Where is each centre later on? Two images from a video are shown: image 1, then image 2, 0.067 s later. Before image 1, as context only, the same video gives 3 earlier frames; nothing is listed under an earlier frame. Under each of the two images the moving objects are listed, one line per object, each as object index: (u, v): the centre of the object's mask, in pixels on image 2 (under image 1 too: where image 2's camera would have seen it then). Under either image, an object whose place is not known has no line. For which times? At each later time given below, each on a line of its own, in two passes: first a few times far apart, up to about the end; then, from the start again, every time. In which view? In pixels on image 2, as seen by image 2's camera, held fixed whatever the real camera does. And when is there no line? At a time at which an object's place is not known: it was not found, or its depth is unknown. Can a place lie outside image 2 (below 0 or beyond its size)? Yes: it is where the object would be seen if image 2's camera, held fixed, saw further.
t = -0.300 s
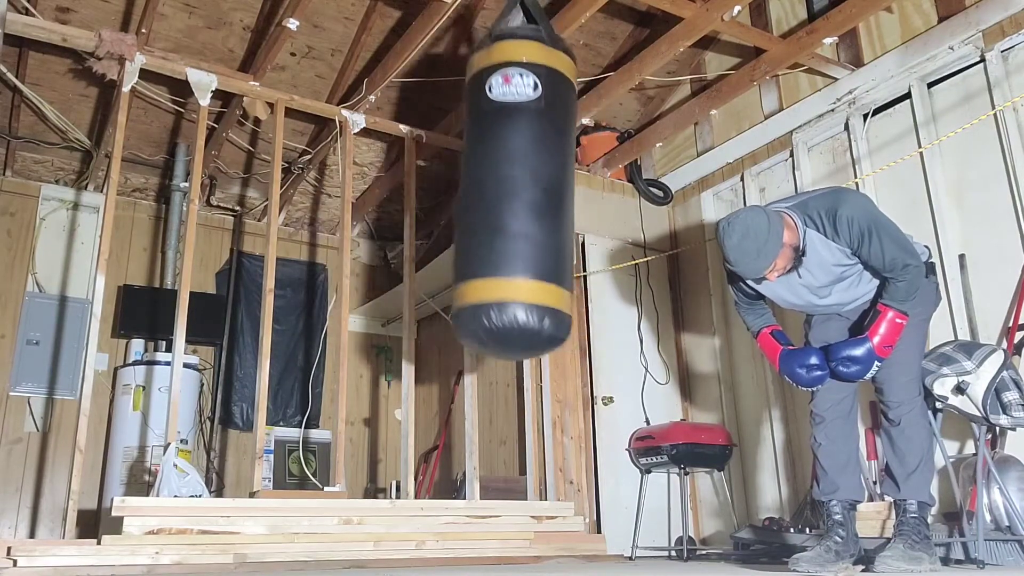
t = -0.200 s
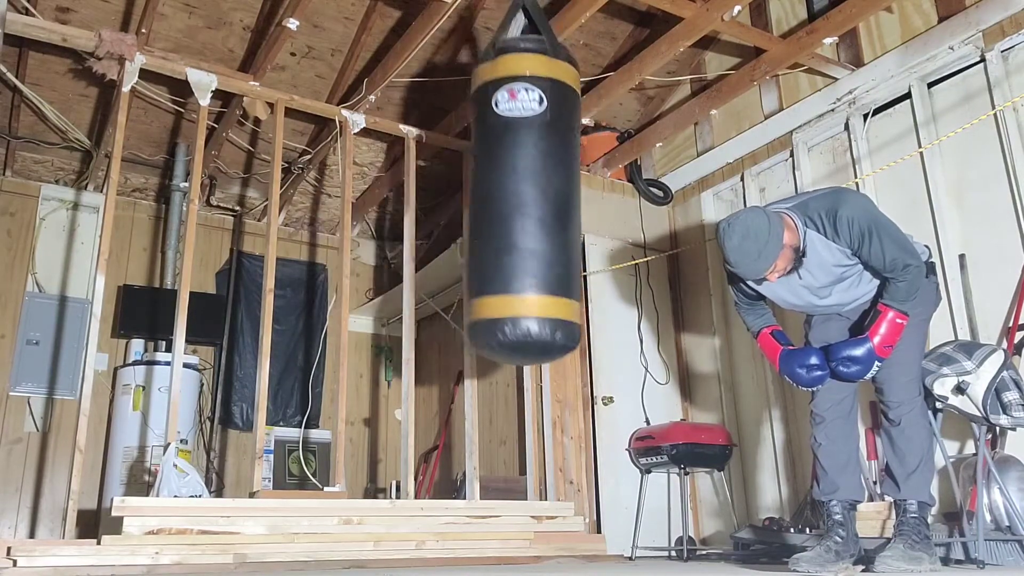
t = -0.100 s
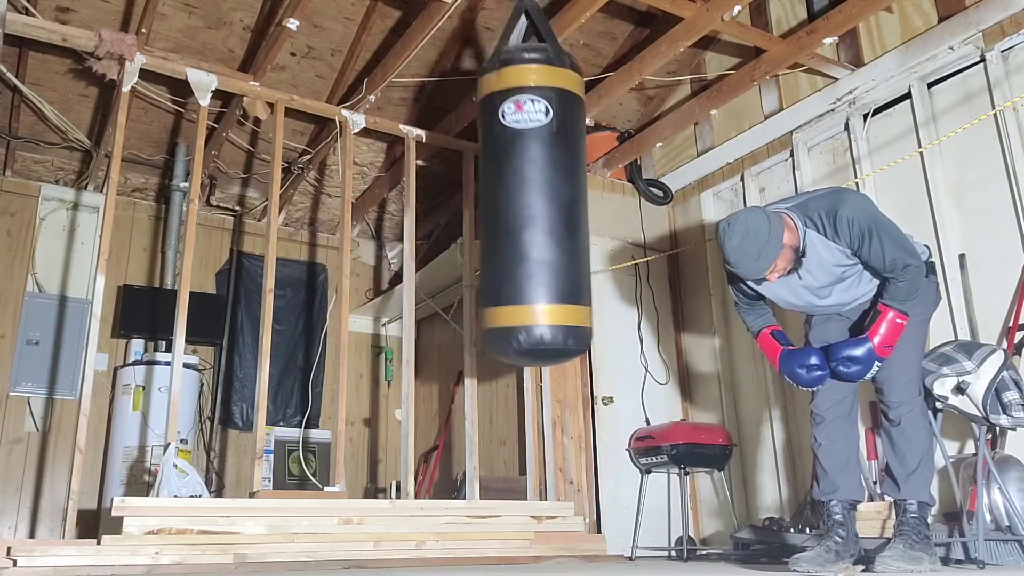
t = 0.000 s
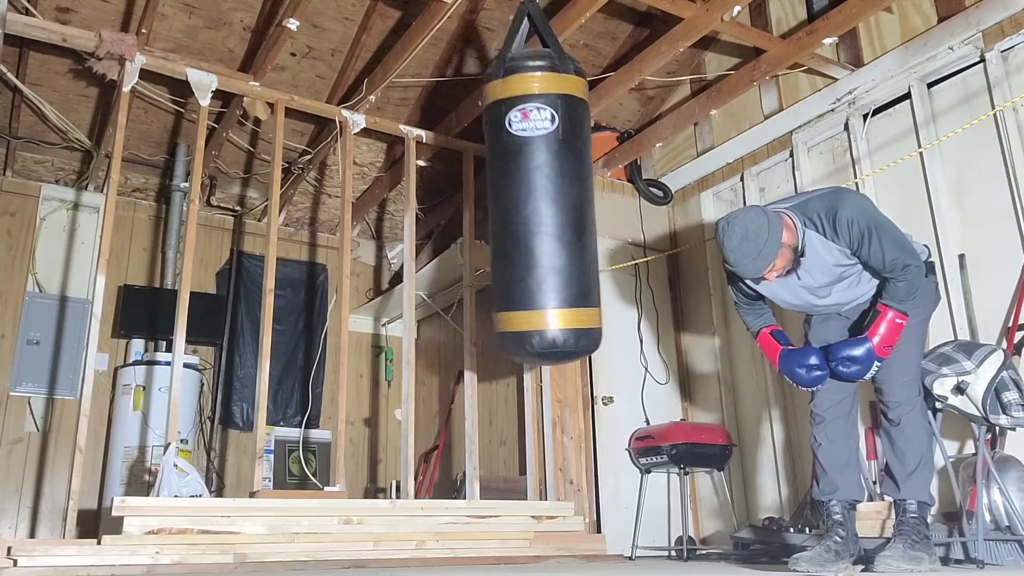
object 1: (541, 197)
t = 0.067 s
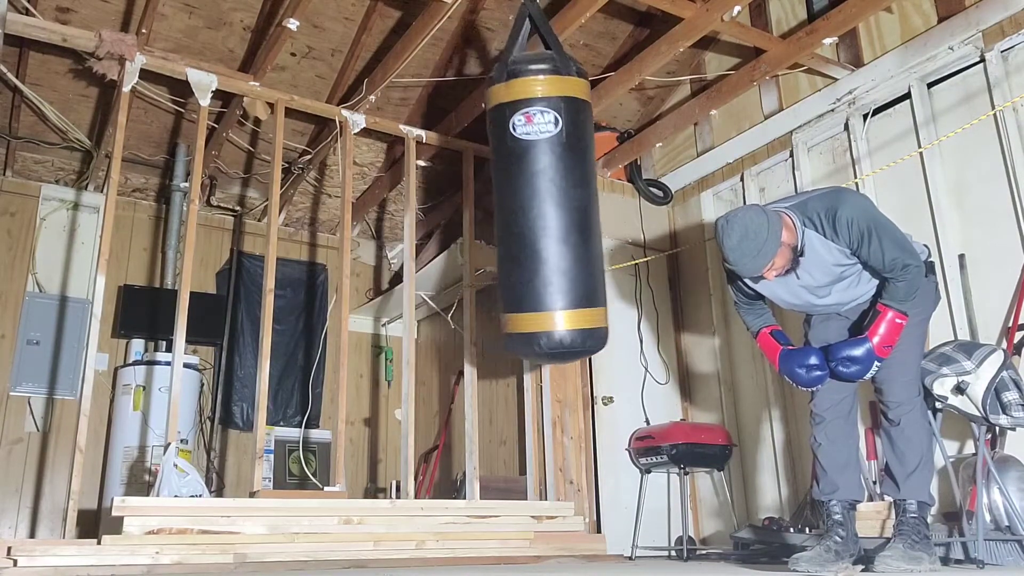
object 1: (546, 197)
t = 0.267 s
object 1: (557, 196)
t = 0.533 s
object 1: (563, 196)
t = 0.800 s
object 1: (556, 188)
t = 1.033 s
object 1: (536, 170)
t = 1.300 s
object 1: (505, 150)
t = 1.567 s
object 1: (493, 155)
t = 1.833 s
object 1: (504, 181)
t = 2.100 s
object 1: (529, 196)
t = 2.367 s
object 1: (552, 197)
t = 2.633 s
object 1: (565, 196)
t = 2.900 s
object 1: (566, 194)
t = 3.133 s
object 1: (551, 185)
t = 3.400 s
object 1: (519, 161)
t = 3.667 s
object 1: (491, 150)
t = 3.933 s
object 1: (489, 165)
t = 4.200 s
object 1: (513, 189)
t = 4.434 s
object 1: (538, 197)
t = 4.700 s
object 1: (561, 195)
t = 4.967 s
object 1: (571, 195)
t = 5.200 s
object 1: (567, 193)
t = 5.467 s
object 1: (542, 179)
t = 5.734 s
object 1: (504, 157)
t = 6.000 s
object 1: (482, 153)
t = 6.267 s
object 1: (491, 173)
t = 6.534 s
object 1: (521, 194)
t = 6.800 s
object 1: (552, 196)
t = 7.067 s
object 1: (571, 194)
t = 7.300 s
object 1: (575, 194)
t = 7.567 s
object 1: (560, 189)
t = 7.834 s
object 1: (525, 170)
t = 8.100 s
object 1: (486, 154)
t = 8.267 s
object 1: (476, 155)
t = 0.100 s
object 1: (548, 197)
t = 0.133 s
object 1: (550, 197)
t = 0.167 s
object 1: (552, 197)
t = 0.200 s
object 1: (554, 196)
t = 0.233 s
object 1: (555, 196)
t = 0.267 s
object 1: (557, 196)
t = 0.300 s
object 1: (558, 196)
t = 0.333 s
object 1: (559, 196)
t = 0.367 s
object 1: (560, 196)
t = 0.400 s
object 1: (561, 196)
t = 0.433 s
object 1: (562, 196)
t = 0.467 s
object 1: (562, 196)
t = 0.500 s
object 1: (563, 196)
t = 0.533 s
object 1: (563, 196)
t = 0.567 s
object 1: (563, 196)
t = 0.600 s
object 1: (563, 195)
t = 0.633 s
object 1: (563, 195)
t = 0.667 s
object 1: (562, 194)
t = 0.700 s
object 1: (561, 193)
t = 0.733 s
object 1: (560, 192)
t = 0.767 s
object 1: (558, 190)
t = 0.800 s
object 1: (556, 188)
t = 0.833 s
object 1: (554, 186)
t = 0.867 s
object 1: (551, 184)
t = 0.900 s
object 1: (549, 182)
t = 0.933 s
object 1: (546, 179)
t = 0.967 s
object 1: (543, 176)
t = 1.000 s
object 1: (539, 173)
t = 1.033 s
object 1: (536, 170)
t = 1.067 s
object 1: (532, 167)
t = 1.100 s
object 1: (528, 163)
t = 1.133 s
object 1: (524, 161)
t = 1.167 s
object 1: (520, 158)
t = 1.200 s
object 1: (516, 156)
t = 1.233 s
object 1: (512, 153)
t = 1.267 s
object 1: (509, 152)
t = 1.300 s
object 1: (505, 150)
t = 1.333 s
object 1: (502, 149)
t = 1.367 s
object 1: (500, 149)
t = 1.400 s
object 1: (498, 149)
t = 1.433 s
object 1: (496, 149)
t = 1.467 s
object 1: (494, 150)
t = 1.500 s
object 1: (493, 152)
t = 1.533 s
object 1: (493, 153)
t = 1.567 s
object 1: (493, 155)
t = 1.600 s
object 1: (492, 158)
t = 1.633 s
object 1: (493, 160)
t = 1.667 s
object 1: (494, 164)
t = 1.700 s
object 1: (495, 167)
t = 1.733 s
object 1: (497, 171)
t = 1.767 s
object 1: (500, 174)
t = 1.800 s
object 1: (502, 178)
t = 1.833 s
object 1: (504, 181)
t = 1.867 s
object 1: (507, 184)
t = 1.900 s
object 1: (511, 186)
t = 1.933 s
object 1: (514, 188)
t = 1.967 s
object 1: (516, 191)
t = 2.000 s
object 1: (520, 192)
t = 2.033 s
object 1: (523, 194)
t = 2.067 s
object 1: (526, 196)
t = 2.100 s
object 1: (529, 196)
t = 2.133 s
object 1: (532, 197)
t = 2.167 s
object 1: (536, 198)
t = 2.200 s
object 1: (539, 198)
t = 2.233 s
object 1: (542, 198)
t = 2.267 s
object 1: (544, 198)
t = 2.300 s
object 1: (547, 197)
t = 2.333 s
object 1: (550, 197)
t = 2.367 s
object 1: (552, 197)
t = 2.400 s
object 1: (554, 197)
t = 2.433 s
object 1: (556, 197)
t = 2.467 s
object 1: (558, 196)
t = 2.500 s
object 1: (560, 196)
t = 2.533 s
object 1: (562, 196)
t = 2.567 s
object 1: (563, 195)
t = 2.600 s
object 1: (564, 195)
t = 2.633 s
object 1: (565, 196)
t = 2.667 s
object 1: (566, 196)
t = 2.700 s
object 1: (566, 196)
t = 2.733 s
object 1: (567, 196)
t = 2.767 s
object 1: (567, 196)
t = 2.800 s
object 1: (567, 196)
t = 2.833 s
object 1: (567, 196)
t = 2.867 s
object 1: (567, 195)
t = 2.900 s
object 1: (566, 194)
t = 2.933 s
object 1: (565, 193)
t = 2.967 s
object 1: (563, 193)
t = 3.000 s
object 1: (561, 192)
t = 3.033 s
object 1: (559, 190)
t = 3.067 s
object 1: (557, 188)
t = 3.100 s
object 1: (554, 186)
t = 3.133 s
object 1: (551, 185)
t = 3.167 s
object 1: (548, 182)
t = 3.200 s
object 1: (544, 179)
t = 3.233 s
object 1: (540, 177)
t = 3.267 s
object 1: (537, 173)
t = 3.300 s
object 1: (533, 170)
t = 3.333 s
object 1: (528, 167)
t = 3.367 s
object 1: (523, 164)
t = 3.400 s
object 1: (519, 161)
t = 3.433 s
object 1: (514, 159)
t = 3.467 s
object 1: (510, 157)
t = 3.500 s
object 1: (506, 154)
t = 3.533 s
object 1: (502, 153)
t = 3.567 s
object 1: (499, 151)
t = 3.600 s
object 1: (495, 151)
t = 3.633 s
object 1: (493, 150)
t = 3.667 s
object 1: (491, 150)
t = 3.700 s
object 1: (489, 151)
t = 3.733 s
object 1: (488, 151)
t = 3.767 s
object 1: (487, 153)
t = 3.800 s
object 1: (487, 155)
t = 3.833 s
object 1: (487, 156)
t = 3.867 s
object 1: (488, 159)
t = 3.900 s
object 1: (488, 162)
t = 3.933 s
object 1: (489, 165)
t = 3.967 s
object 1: (492, 168)
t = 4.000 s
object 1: (494, 171)
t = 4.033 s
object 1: (496, 175)
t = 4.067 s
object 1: (499, 179)
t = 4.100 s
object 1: (502, 182)
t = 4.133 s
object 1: (506, 185)
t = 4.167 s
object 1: (510, 187)
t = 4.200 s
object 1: (513, 189)
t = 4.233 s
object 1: (517, 191)
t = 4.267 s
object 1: (520, 193)
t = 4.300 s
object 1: (524, 195)
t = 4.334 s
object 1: (528, 197)
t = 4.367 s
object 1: (531, 196)
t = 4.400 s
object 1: (535, 198)
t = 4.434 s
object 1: (538, 197)
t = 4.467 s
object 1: (542, 197)
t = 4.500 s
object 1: (545, 197)
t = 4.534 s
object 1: (548, 197)
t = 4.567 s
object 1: (551, 196)
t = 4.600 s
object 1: (554, 196)
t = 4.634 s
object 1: (556, 196)
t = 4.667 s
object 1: (559, 196)
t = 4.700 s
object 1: (561, 195)
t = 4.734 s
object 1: (563, 195)
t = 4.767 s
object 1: (565, 196)
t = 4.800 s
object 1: (566, 195)
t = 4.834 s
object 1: (567, 194)
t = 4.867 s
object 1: (569, 195)
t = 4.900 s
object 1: (570, 195)
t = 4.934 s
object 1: (570, 195)
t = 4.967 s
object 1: (571, 195)
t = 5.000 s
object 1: (571, 195)
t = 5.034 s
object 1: (571, 195)
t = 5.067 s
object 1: (571, 195)
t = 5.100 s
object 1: (571, 195)
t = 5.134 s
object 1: (570, 194)
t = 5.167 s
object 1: (568, 194)
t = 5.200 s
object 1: (567, 193)
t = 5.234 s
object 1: (565, 192)
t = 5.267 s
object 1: (562, 191)
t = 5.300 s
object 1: (559, 190)
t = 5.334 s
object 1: (557, 188)
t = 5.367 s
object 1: (553, 186)
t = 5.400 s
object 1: (550, 184)
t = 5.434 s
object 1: (546, 182)
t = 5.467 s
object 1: (542, 179)
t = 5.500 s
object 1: (537, 177)
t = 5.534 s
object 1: (533, 174)
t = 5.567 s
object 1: (528, 170)
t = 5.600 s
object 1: (523, 167)
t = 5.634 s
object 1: (518, 164)
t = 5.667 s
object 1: (514, 162)
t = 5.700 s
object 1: (509, 159)
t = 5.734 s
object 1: (504, 157)
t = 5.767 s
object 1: (500, 155)
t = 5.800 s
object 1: (496, 154)
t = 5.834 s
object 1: (492, 152)
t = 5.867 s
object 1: (490, 151)
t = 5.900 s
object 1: (487, 151)
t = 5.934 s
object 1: (484, 152)
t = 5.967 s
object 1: (483, 152)
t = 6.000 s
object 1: (482, 153)
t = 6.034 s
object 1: (481, 154)
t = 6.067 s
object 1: (481, 156)
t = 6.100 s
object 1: (481, 158)
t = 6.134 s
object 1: (482, 161)
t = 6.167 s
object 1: (484, 163)
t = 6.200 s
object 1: (486, 166)
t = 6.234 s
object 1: (488, 169)
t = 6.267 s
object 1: (491, 173)
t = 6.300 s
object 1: (494, 177)
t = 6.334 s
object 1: (497, 180)
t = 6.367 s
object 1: (501, 183)
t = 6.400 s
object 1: (505, 186)
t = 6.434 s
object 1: (509, 188)
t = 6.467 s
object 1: (514, 190)
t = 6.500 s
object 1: (517, 192)
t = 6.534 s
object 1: (521, 194)
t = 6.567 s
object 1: (526, 195)
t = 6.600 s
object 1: (530, 197)
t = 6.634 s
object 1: (533, 196)
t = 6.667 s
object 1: (538, 197)
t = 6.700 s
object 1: (541, 197)
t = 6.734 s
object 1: (545, 197)
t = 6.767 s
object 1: (549, 196)
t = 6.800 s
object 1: (552, 196)
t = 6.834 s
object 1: (555, 196)
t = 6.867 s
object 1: (558, 196)
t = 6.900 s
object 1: (561, 195)
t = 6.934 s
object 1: (563, 195)
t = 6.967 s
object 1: (566, 195)
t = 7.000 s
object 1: (567, 195)
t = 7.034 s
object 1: (569, 194)
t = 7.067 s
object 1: (571, 194)
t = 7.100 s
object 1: (573, 194)
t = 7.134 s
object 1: (573, 194)
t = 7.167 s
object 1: (574, 194)
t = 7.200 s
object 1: (575, 194)
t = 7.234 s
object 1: (575, 194)
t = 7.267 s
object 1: (575, 194)
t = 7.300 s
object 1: (575, 194)
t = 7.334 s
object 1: (575, 194)
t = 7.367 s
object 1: (574, 193)
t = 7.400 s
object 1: (572, 193)
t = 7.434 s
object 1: (571, 193)
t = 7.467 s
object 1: (569, 192)
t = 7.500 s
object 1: (566, 192)
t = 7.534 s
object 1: (563, 191)
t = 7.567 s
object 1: (560, 189)
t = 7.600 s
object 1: (557, 187)
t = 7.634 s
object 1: (553, 185)
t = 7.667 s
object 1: (548, 184)
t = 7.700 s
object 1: (544, 182)
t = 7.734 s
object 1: (539, 179)
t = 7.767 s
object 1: (535, 176)
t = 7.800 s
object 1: (529, 174)
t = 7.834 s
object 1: (525, 170)
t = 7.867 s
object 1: (519, 168)
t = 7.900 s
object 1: (513, 165)
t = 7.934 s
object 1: (508, 163)
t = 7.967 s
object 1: (503, 160)
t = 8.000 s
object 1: (498, 158)
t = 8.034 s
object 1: (494, 156)
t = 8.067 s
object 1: (490, 155)
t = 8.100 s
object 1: (486, 154)
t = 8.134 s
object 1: (483, 153)
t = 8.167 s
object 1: (480, 153)
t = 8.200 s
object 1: (478, 153)
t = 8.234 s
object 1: (477, 154)
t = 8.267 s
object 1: (476, 155)
